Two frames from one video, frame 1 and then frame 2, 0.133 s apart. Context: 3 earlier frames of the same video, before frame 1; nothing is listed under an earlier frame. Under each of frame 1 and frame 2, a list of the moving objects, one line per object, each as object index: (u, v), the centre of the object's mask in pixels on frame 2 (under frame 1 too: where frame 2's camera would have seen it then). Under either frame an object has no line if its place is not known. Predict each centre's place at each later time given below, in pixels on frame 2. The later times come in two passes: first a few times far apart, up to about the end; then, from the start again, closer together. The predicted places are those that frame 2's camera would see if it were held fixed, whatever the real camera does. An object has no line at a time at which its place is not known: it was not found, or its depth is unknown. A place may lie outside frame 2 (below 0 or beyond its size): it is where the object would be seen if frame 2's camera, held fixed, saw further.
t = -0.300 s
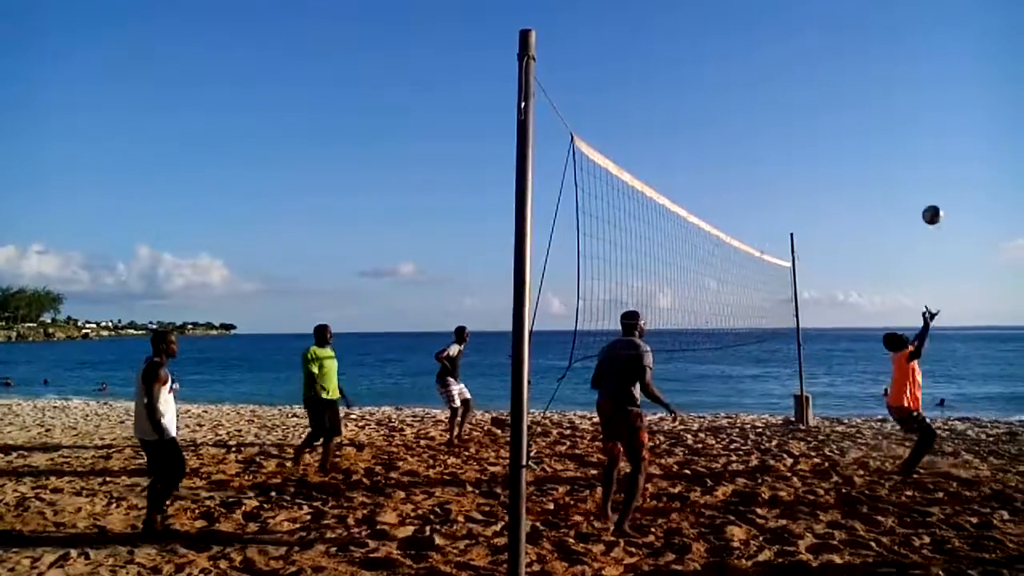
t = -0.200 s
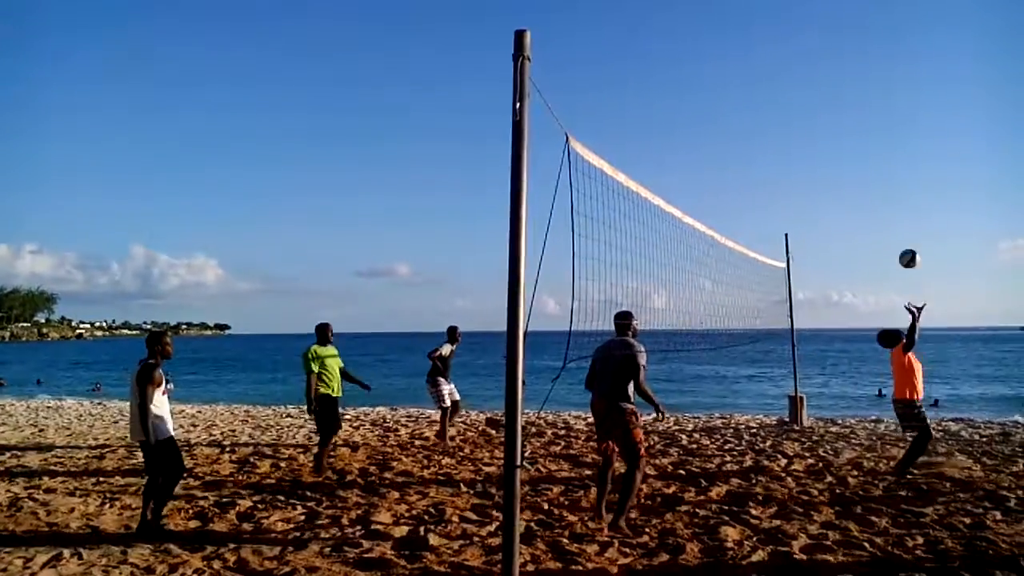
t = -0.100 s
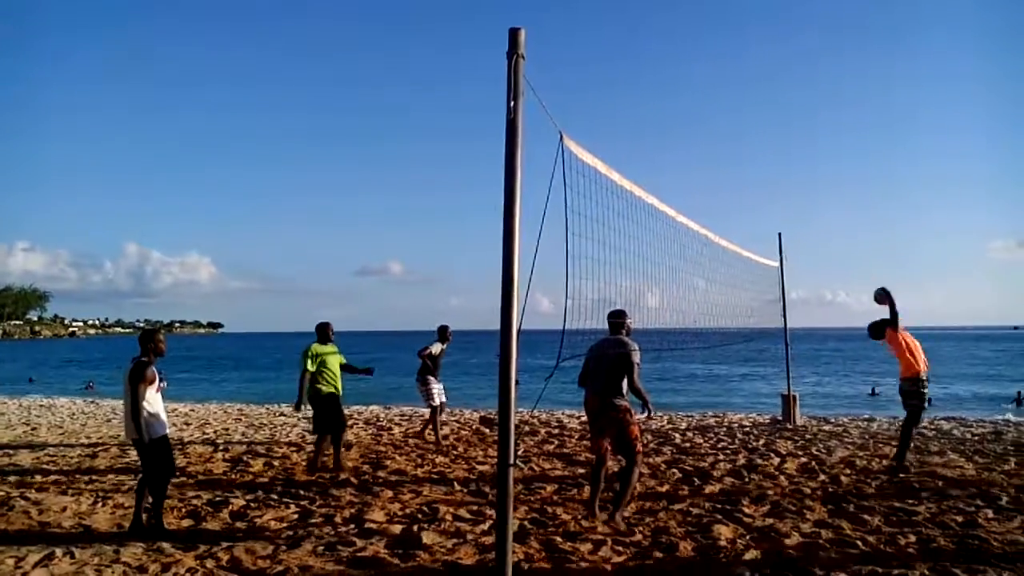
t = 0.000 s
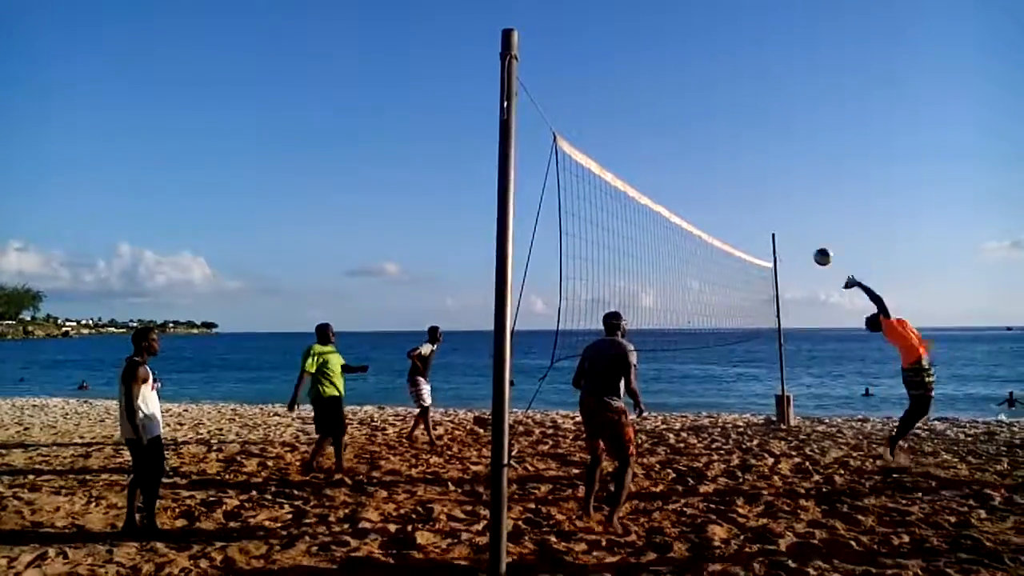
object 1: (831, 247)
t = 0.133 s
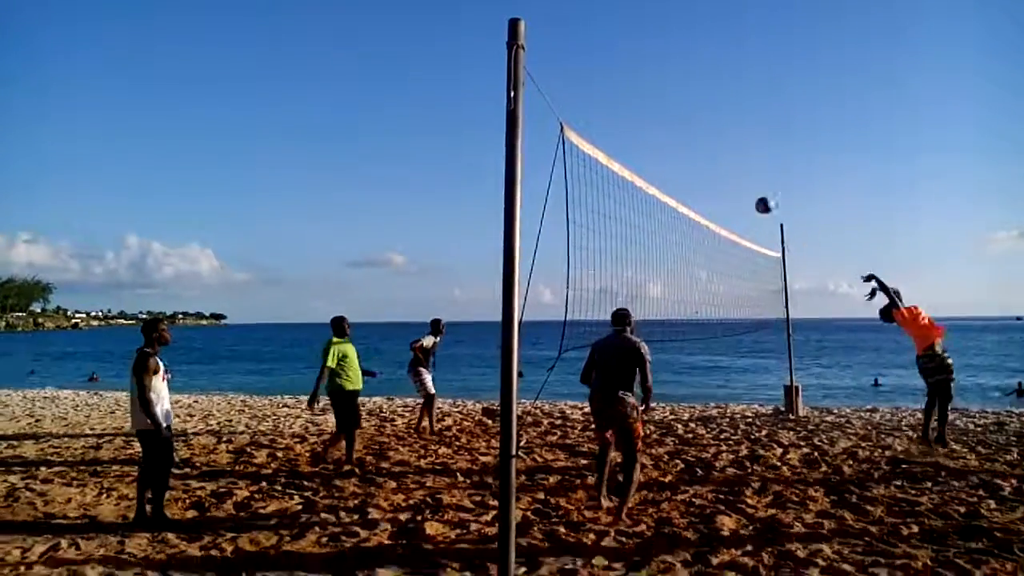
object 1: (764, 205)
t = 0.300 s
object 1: (690, 179)
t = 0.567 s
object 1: (594, 185)
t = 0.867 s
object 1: (502, 246)
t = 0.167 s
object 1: (748, 199)
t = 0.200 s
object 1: (733, 191)
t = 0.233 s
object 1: (718, 187)
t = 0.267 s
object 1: (704, 183)
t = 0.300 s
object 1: (690, 179)
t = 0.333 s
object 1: (678, 175)
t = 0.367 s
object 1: (664, 176)
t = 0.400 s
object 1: (651, 176)
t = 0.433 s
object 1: (641, 174)
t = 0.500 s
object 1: (615, 179)
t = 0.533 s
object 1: (605, 182)
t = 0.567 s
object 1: (594, 185)
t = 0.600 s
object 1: (583, 190)
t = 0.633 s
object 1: (572, 195)
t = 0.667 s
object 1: (562, 200)
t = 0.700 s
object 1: (552, 206)
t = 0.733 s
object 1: (542, 213)
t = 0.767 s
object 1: (533, 220)
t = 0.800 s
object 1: (526, 229)
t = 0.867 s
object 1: (502, 246)
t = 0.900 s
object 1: (497, 257)
